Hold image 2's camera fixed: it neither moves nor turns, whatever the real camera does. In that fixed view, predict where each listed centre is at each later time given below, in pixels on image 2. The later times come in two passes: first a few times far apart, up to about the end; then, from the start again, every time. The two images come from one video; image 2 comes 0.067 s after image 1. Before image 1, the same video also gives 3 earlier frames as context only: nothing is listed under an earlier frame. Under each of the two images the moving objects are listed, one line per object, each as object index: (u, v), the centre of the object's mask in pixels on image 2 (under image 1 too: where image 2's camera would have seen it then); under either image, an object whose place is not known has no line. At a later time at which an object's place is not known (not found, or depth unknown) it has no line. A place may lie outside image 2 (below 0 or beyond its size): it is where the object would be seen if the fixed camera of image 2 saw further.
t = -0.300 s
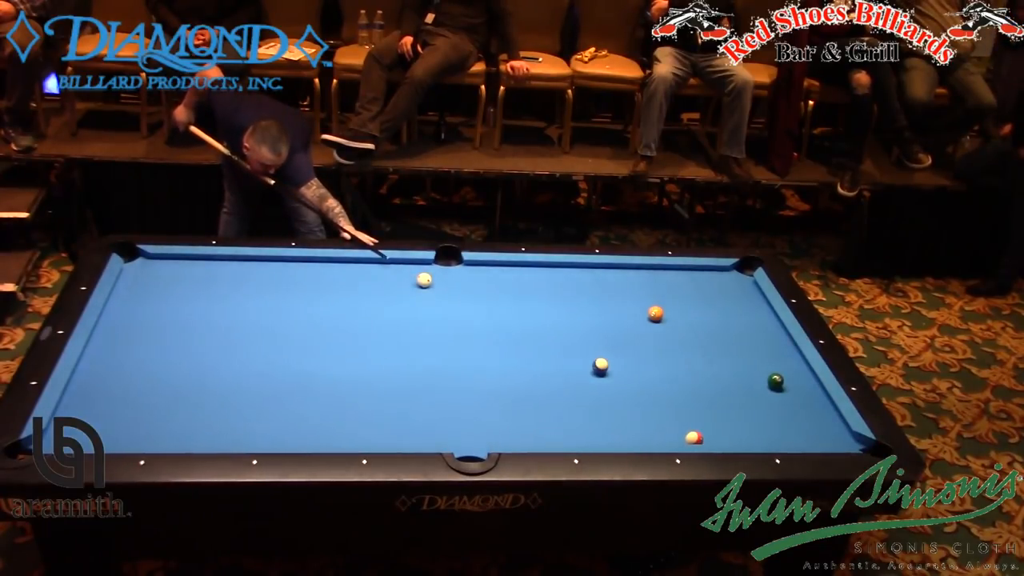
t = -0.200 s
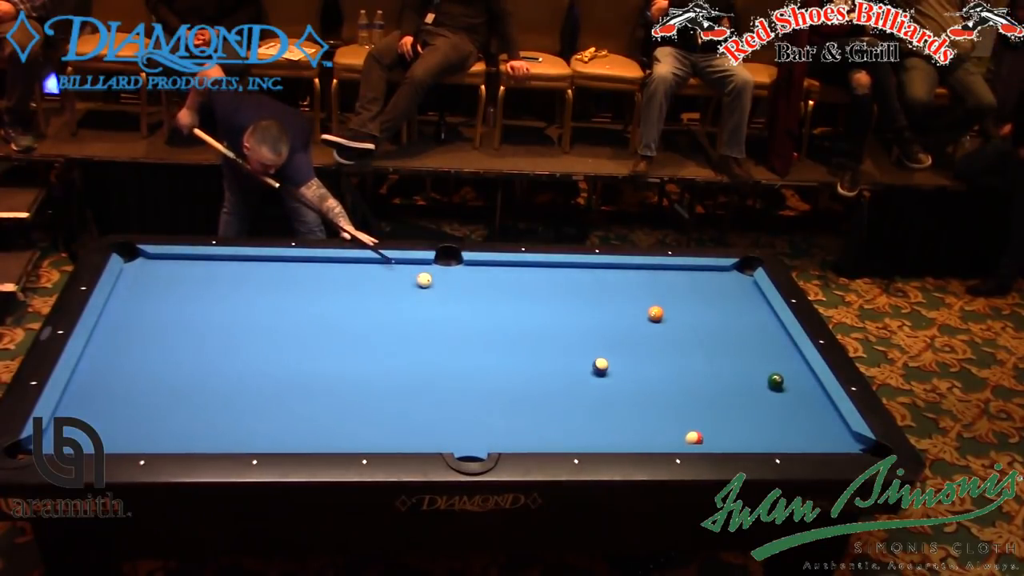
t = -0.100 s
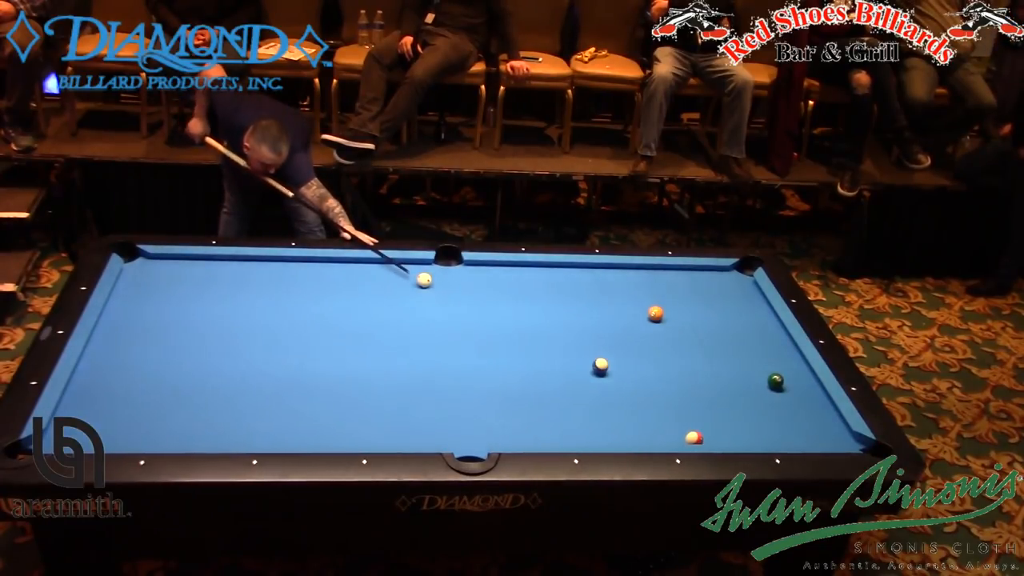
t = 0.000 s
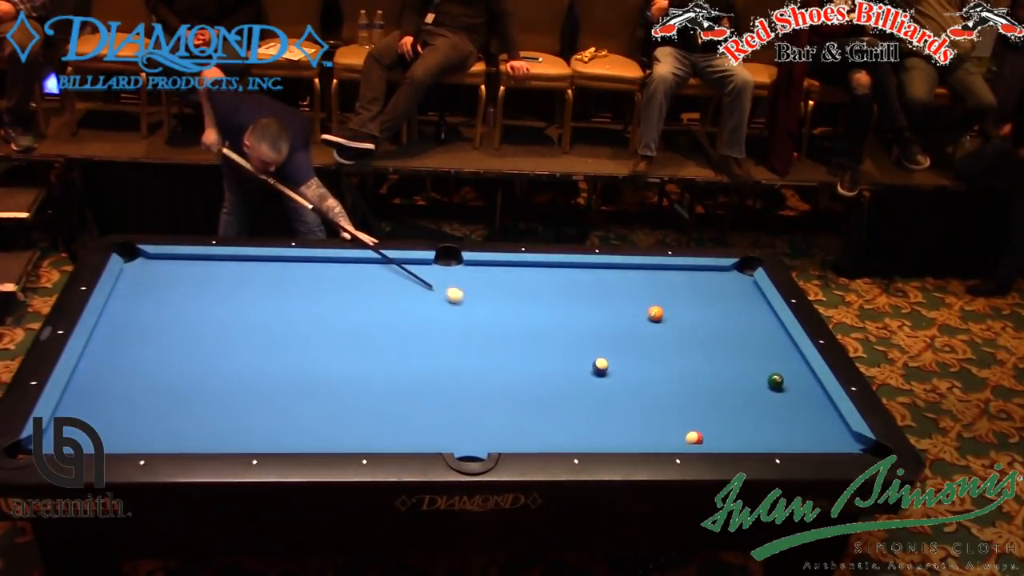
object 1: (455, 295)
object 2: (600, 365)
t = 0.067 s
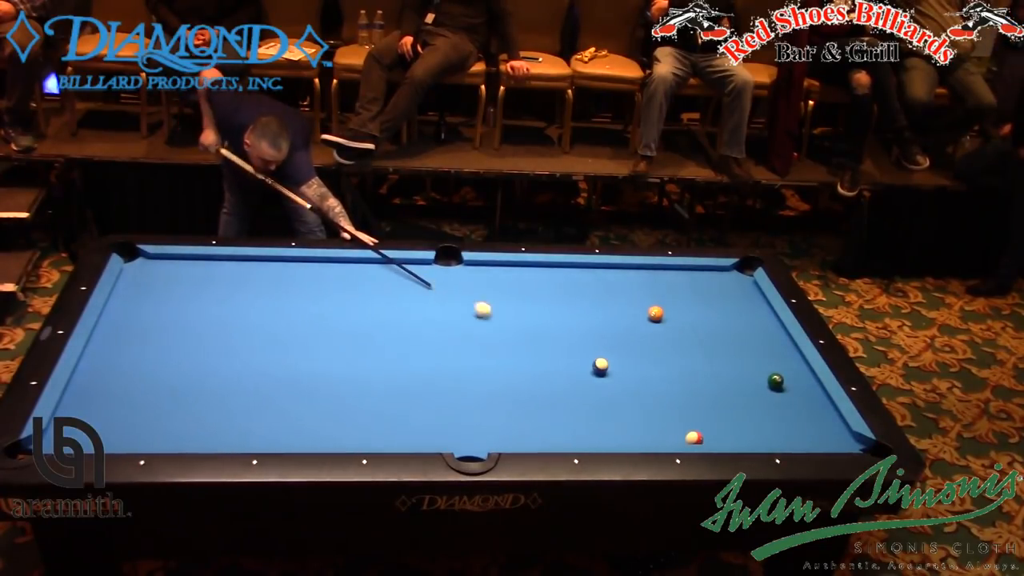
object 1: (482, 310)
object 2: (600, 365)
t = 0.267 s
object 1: (561, 350)
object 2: (600, 365)
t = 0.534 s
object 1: (583, 376)
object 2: (667, 385)
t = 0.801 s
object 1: (583, 395)
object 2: (737, 406)
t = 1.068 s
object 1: (583, 414)
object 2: (809, 426)
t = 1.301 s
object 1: (584, 430)
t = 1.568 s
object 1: (581, 436)
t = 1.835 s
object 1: (572, 430)
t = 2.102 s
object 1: (564, 420)
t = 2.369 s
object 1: (558, 412)
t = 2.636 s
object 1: (552, 405)
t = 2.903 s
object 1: (547, 399)
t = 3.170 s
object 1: (542, 393)
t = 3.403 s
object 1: (539, 390)
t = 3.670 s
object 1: (536, 386)
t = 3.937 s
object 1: (534, 383)
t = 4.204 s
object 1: (532, 382)
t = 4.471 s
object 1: (532, 381)
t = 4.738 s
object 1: (531, 380)
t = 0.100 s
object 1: (496, 317)
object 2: (600, 365)
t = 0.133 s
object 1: (510, 324)
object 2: (600, 365)
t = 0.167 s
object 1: (523, 331)
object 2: (600, 365)
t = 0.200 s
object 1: (536, 337)
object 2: (600, 365)
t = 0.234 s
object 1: (549, 344)
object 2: (600, 365)
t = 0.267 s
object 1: (561, 350)
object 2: (600, 365)
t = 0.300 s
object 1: (573, 357)
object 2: (600, 364)
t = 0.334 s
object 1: (584, 363)
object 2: (601, 365)
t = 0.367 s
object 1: (584, 365)
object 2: (614, 368)
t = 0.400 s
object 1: (583, 367)
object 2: (626, 371)
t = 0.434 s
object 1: (583, 370)
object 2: (638, 374)
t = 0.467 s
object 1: (583, 372)
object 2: (649, 378)
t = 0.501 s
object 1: (583, 374)
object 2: (658, 384)
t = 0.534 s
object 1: (583, 376)
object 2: (667, 385)
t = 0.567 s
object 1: (583, 379)
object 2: (677, 385)
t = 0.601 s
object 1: (583, 381)
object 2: (685, 391)
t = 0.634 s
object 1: (583, 383)
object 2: (692, 391)
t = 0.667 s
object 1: (583, 385)
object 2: (702, 394)
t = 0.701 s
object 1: (583, 388)
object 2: (711, 399)
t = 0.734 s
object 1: (583, 390)
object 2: (719, 400)
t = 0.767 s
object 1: (583, 393)
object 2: (729, 402)
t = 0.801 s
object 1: (583, 395)
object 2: (737, 406)
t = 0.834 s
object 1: (583, 398)
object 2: (745, 408)
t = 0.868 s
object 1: (583, 400)
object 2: (755, 411)
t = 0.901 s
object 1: (583, 402)
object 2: (763, 415)
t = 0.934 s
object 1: (583, 404)
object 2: (772, 415)
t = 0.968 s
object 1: (583, 407)
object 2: (782, 418)
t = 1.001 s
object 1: (583, 409)
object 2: (790, 422)
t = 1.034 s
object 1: (583, 411)
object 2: (798, 423)
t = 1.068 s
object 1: (583, 414)
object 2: (809, 426)
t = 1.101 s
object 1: (583, 416)
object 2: (816, 430)
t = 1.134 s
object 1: (583, 418)
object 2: (825, 431)
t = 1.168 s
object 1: (584, 421)
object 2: (836, 433)
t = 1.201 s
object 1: (583, 423)
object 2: (844, 438)
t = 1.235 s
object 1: (583, 425)
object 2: (851, 438)
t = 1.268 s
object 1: (583, 428)
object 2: (862, 440)
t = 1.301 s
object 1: (584, 430)
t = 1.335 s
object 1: (583, 432)
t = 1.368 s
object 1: (583, 434)
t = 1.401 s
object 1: (583, 435)
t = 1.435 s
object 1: (583, 436)
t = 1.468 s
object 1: (584, 437)
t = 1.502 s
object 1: (584, 438)
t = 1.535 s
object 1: (582, 437)
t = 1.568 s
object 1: (581, 436)
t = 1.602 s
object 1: (580, 436)
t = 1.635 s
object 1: (579, 435)
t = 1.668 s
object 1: (577, 434)
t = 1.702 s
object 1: (576, 434)
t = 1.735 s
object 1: (575, 433)
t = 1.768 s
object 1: (574, 432)
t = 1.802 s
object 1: (573, 431)
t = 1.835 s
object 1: (572, 430)
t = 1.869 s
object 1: (571, 428)
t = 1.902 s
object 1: (570, 427)
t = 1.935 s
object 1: (569, 426)
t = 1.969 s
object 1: (568, 425)
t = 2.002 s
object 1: (567, 424)
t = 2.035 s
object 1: (566, 423)
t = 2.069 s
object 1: (565, 422)
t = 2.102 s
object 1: (564, 420)
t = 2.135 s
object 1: (564, 419)
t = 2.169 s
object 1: (563, 418)
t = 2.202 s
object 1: (562, 417)
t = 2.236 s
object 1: (561, 416)
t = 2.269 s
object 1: (560, 415)
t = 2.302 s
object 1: (559, 414)
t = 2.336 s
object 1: (558, 413)
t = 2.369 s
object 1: (558, 412)
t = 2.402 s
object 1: (557, 411)
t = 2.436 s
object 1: (556, 410)
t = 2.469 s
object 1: (555, 410)
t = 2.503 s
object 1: (555, 408)
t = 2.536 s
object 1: (554, 408)
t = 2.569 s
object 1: (553, 407)
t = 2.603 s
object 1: (552, 406)
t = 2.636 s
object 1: (552, 405)
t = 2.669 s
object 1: (551, 404)
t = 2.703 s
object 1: (551, 403)
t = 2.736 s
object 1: (550, 402)
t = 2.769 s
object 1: (549, 402)
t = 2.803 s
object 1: (548, 401)
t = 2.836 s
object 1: (548, 400)
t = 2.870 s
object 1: (547, 399)
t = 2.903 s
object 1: (547, 399)
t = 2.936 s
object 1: (546, 398)
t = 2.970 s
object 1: (545, 397)
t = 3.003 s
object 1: (545, 397)
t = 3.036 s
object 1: (544, 396)
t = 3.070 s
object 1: (544, 395)
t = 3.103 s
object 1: (543, 395)
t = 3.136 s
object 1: (543, 394)
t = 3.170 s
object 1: (542, 393)
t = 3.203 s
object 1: (542, 393)
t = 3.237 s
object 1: (541, 392)
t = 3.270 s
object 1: (541, 392)
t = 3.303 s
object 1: (540, 391)
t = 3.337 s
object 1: (540, 391)
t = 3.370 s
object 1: (539, 390)
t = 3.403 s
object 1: (539, 390)
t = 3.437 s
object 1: (539, 389)
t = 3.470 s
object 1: (538, 389)
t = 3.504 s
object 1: (538, 388)
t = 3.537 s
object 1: (538, 388)
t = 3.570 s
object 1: (537, 387)
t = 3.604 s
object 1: (537, 387)
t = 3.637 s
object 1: (537, 387)
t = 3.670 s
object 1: (536, 386)
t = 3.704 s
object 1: (536, 386)
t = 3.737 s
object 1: (536, 385)
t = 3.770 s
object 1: (535, 385)
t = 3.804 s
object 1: (535, 385)
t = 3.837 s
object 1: (535, 384)
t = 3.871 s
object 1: (534, 384)
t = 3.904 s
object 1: (534, 384)
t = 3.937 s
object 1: (534, 383)
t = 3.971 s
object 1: (534, 383)
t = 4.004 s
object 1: (534, 383)
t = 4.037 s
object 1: (533, 383)
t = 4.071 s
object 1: (533, 382)
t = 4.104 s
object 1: (533, 382)
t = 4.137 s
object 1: (533, 382)
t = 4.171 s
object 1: (533, 382)
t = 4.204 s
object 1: (532, 382)
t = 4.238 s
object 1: (532, 381)
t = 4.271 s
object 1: (532, 381)
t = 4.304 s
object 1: (532, 381)
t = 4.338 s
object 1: (532, 381)
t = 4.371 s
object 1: (532, 381)
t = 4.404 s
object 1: (532, 381)
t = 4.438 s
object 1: (532, 381)
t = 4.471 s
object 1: (532, 381)
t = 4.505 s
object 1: (532, 380)
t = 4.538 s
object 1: (532, 380)
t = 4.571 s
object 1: (531, 380)
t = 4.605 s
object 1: (531, 380)
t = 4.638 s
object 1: (531, 380)
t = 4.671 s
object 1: (531, 380)
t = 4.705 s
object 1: (531, 380)
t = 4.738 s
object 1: (531, 380)
